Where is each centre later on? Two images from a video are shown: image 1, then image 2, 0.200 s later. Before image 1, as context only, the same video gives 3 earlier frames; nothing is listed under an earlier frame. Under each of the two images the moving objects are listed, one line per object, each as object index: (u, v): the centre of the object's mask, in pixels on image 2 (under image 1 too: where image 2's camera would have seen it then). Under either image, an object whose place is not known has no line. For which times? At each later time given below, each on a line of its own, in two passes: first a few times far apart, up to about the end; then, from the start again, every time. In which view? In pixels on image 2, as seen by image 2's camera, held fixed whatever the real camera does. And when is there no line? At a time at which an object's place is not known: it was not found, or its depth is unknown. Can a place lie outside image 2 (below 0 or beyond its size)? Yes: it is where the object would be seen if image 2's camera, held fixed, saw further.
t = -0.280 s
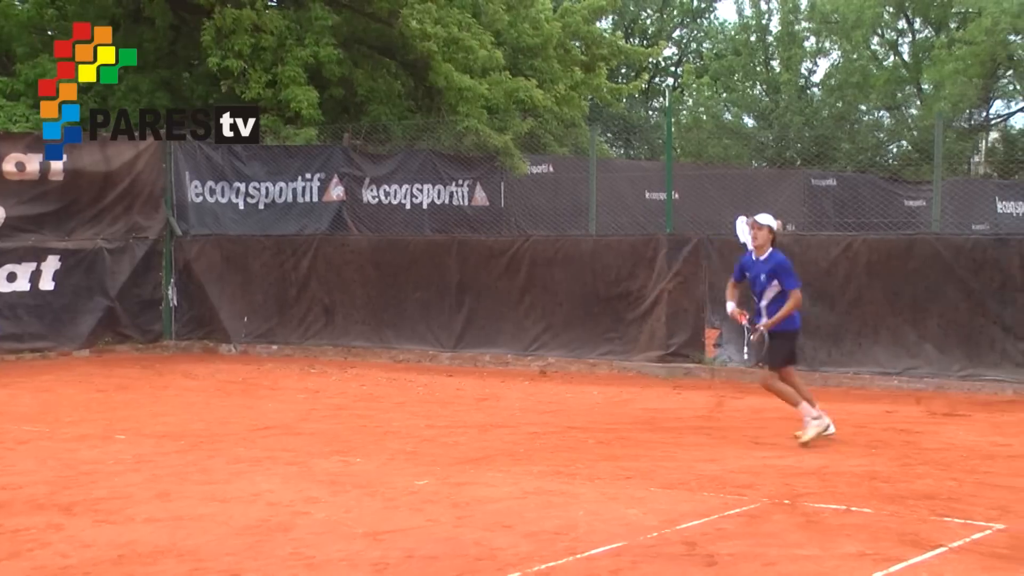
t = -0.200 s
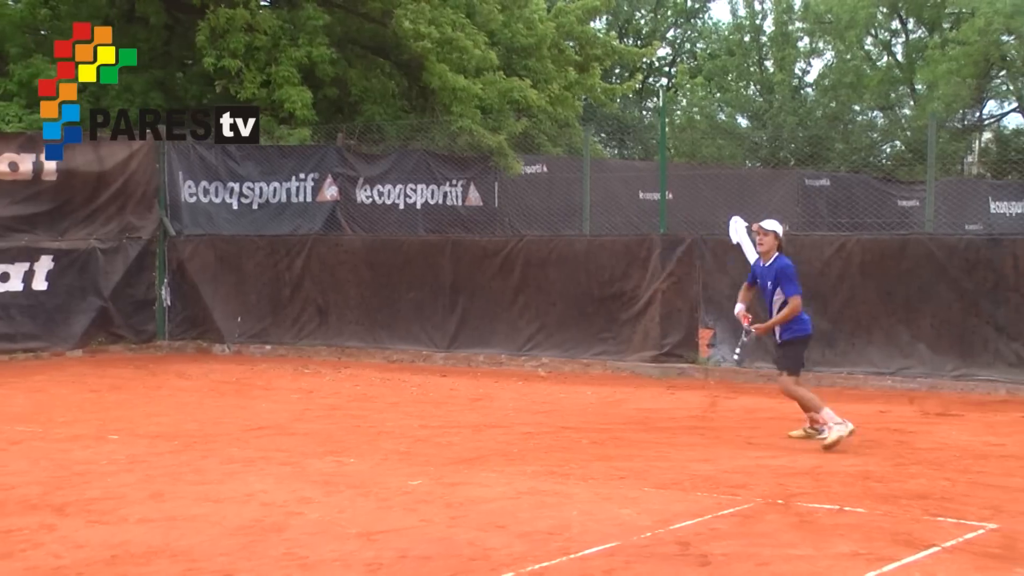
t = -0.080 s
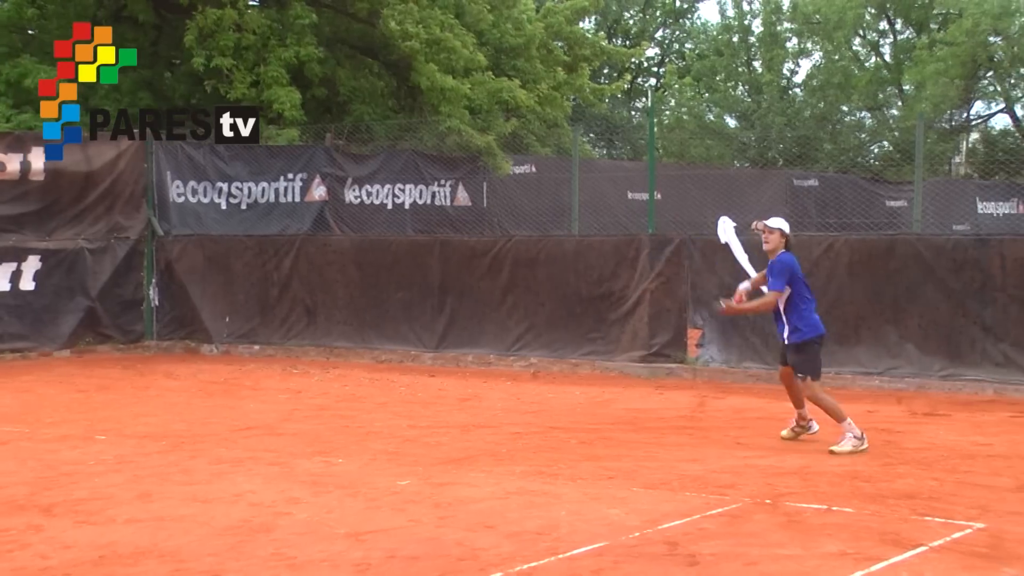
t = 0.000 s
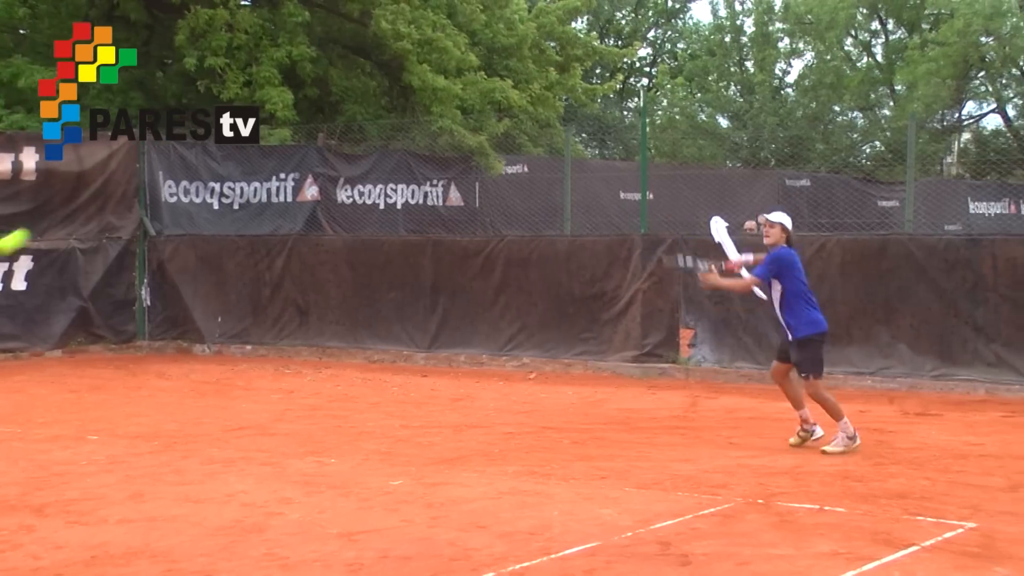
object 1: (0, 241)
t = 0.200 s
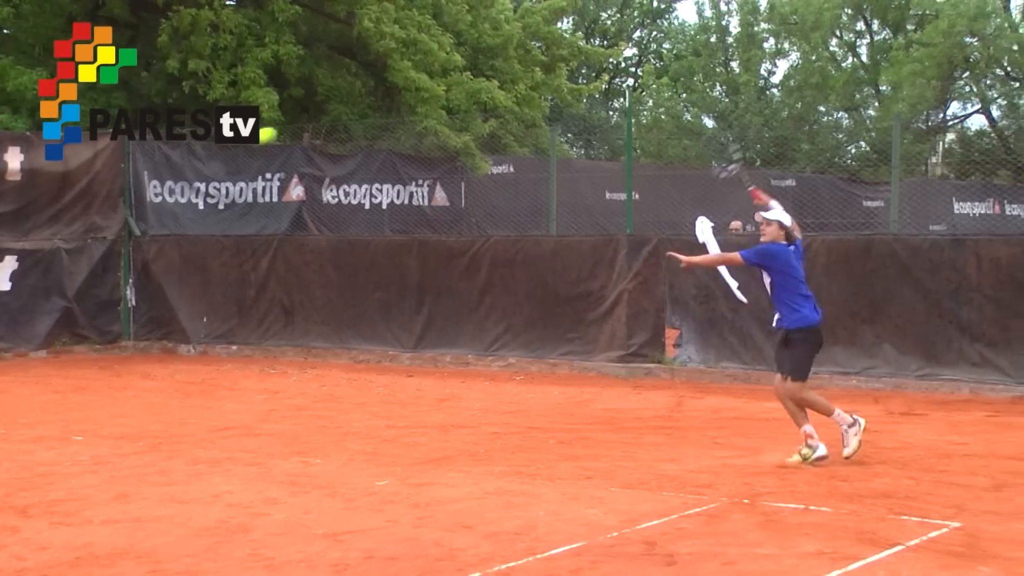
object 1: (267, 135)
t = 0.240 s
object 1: (305, 128)
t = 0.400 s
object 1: (450, 131)
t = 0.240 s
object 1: (305, 128)
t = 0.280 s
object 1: (345, 124)
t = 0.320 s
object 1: (382, 124)
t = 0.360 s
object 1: (418, 126)
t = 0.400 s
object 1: (450, 131)
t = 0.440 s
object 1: (482, 140)
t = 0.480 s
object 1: (511, 150)
